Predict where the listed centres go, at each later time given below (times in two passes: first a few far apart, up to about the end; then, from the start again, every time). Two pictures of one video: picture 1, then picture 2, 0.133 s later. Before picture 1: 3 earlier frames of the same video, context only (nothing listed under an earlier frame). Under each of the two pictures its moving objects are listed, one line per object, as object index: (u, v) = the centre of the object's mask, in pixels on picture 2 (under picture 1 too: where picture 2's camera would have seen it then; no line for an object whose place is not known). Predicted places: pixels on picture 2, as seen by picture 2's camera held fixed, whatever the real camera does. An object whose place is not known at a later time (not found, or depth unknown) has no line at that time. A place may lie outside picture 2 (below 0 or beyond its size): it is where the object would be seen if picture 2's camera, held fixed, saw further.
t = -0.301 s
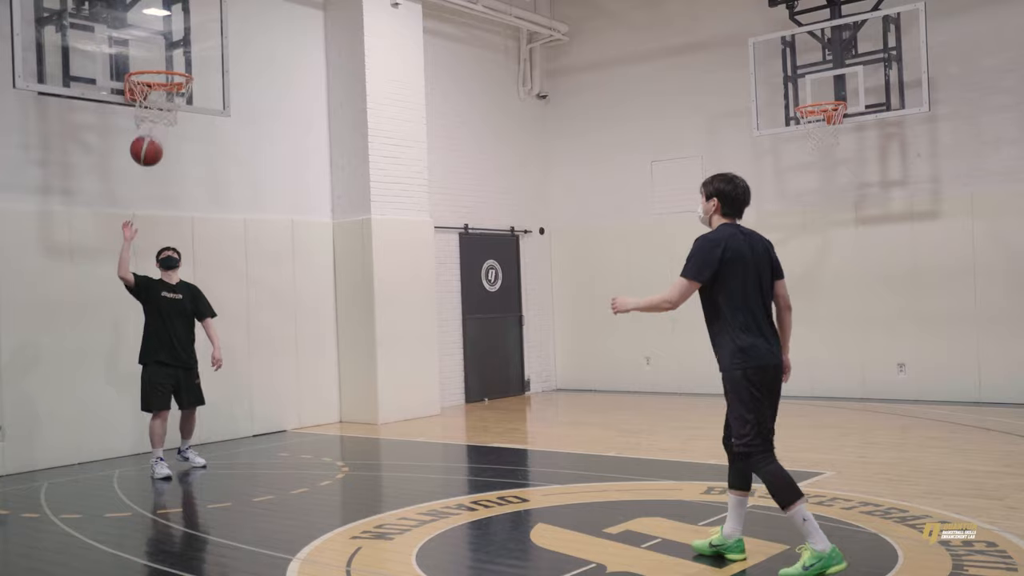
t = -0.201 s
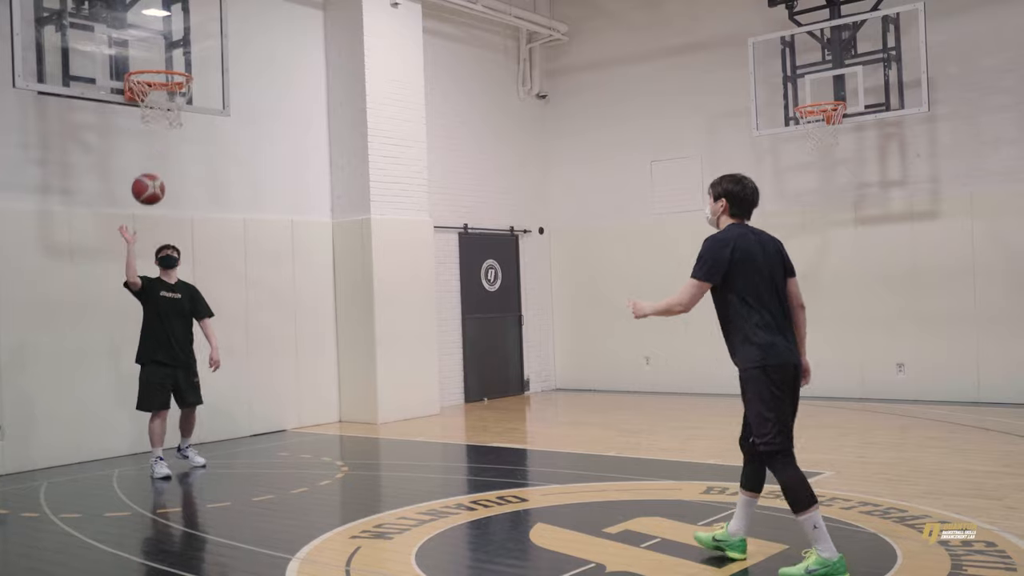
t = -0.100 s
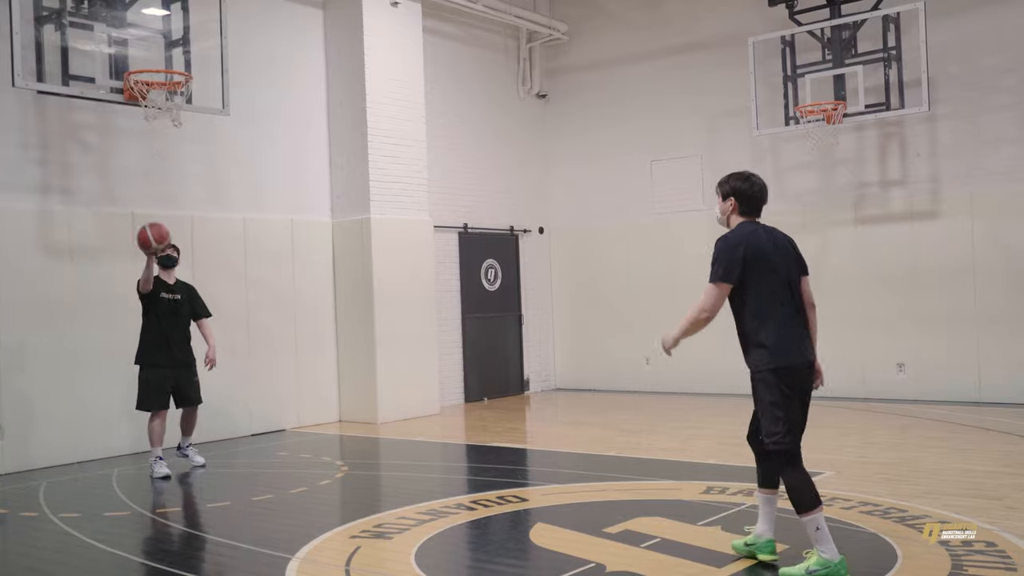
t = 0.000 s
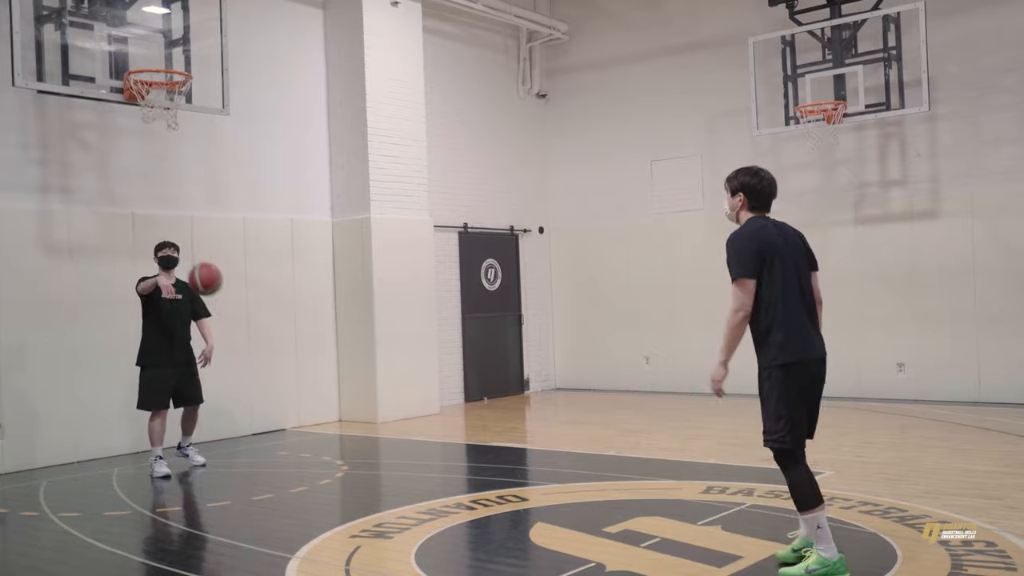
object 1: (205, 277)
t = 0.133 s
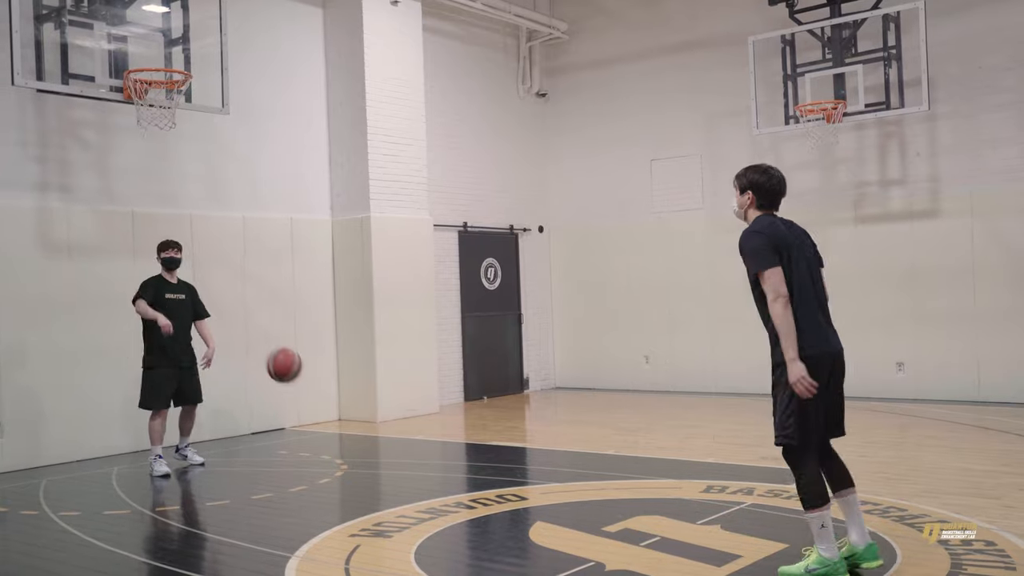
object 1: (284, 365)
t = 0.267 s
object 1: (370, 483)
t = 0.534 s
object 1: (459, 318)
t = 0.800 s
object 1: (567, 252)
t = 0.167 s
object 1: (304, 392)
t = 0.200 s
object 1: (326, 423)
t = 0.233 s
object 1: (349, 456)
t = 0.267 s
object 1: (370, 483)
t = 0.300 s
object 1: (380, 458)
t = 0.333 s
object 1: (390, 434)
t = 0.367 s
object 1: (401, 412)
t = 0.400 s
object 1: (412, 390)
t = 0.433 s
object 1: (424, 370)
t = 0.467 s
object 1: (435, 351)
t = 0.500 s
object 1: (447, 334)
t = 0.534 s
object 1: (459, 318)
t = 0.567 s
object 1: (472, 304)
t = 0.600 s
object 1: (484, 293)
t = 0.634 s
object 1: (497, 281)
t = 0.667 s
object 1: (510, 272)
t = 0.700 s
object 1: (523, 264)
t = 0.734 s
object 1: (537, 258)
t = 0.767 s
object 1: (552, 254)
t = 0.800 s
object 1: (567, 252)
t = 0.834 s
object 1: (581, 252)
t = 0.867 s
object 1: (596, 252)
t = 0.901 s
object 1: (611, 256)
